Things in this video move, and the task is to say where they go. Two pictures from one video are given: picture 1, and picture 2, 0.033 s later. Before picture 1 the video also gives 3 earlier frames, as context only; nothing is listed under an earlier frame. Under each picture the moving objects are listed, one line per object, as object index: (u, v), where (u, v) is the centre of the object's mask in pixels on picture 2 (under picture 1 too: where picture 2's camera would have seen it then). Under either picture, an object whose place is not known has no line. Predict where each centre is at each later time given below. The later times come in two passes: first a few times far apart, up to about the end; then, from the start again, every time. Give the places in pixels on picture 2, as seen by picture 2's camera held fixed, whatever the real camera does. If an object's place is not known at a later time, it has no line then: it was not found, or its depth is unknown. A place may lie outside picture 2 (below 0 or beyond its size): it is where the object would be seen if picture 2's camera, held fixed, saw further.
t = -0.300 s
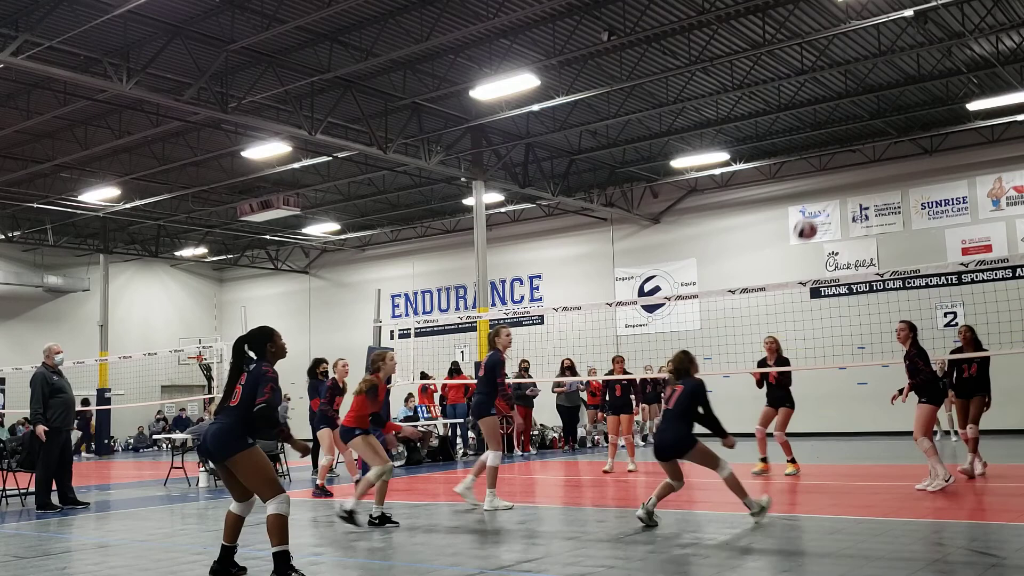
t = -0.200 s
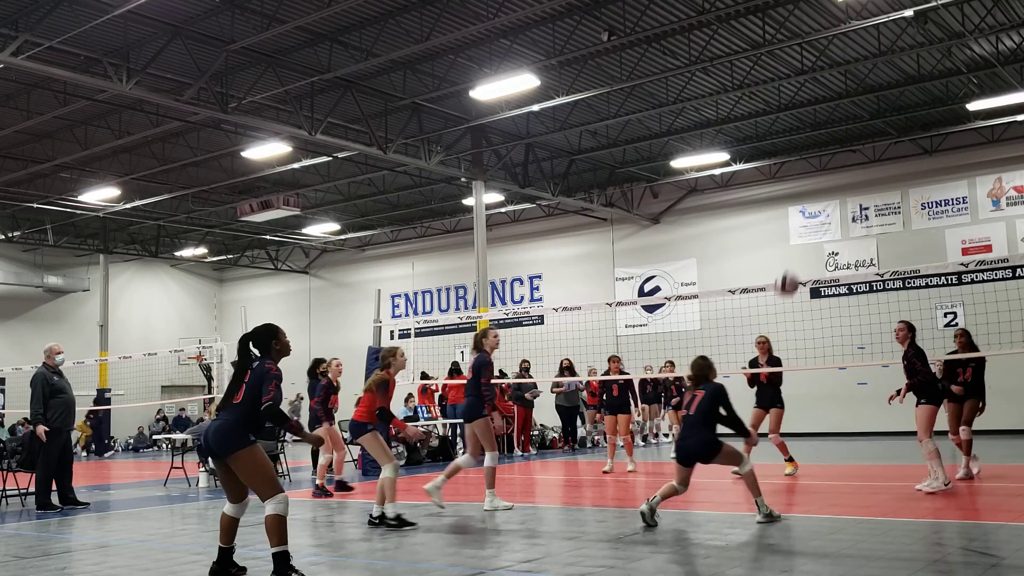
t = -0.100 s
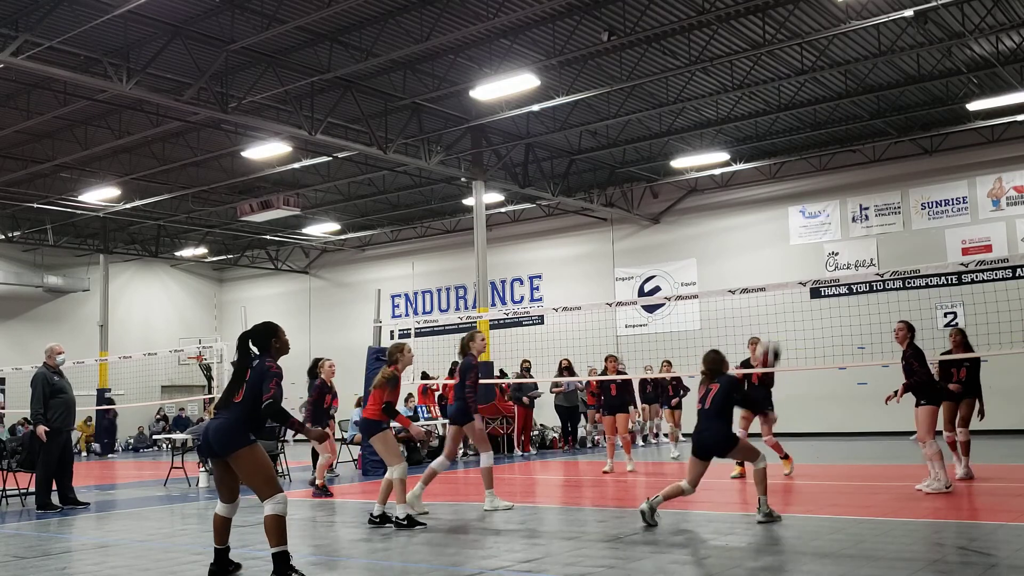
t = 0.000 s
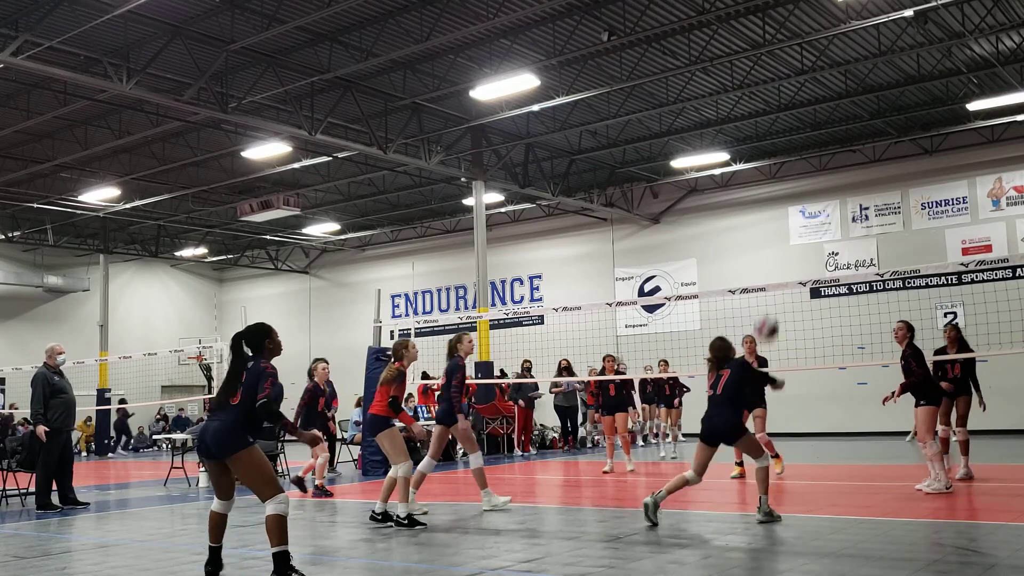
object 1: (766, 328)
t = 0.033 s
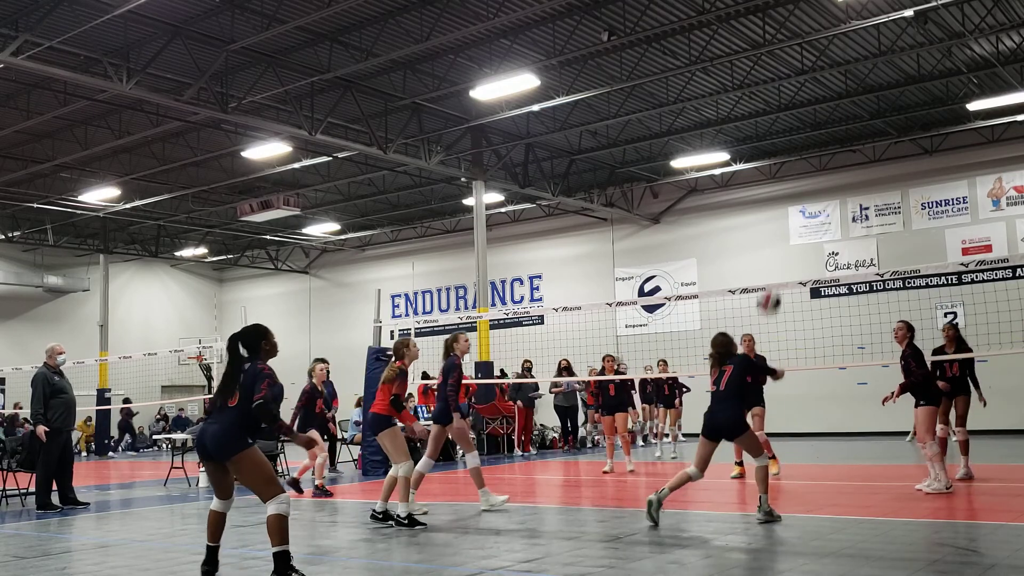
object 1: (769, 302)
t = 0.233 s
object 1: (783, 172)
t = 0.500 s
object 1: (808, 85)
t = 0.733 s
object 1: (829, 74)
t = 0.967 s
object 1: (851, 113)
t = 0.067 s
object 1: (772, 275)
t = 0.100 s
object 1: (774, 252)
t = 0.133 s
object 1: (777, 229)
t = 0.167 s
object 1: (779, 207)
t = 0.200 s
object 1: (782, 189)
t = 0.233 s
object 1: (783, 172)
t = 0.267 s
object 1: (787, 157)
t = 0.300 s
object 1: (791, 142)
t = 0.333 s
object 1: (793, 130)
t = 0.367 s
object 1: (796, 118)
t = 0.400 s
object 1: (799, 108)
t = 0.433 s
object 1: (802, 99)
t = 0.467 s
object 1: (805, 91)
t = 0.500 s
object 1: (808, 85)
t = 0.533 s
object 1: (811, 81)
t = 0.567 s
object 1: (814, 76)
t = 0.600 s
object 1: (817, 73)
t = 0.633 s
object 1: (820, 72)
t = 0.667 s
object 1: (822, 72)
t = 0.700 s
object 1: (826, 72)
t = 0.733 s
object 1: (829, 74)
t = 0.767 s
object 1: (832, 76)
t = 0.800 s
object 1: (835, 80)
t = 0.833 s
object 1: (838, 85)
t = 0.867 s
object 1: (842, 90)
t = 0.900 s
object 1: (844, 97)
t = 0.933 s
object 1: (848, 105)
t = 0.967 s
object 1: (851, 113)
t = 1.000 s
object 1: (854, 123)
